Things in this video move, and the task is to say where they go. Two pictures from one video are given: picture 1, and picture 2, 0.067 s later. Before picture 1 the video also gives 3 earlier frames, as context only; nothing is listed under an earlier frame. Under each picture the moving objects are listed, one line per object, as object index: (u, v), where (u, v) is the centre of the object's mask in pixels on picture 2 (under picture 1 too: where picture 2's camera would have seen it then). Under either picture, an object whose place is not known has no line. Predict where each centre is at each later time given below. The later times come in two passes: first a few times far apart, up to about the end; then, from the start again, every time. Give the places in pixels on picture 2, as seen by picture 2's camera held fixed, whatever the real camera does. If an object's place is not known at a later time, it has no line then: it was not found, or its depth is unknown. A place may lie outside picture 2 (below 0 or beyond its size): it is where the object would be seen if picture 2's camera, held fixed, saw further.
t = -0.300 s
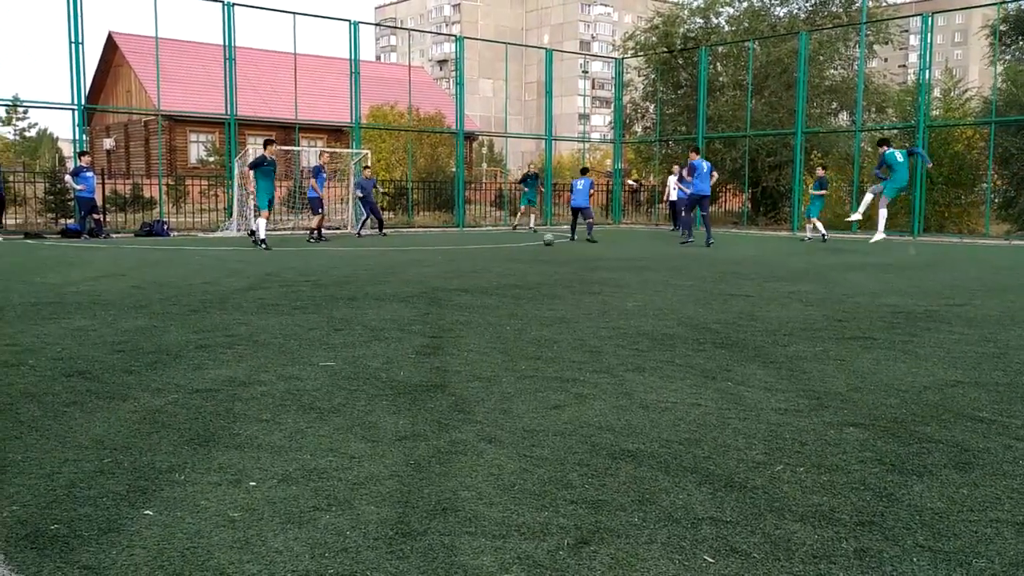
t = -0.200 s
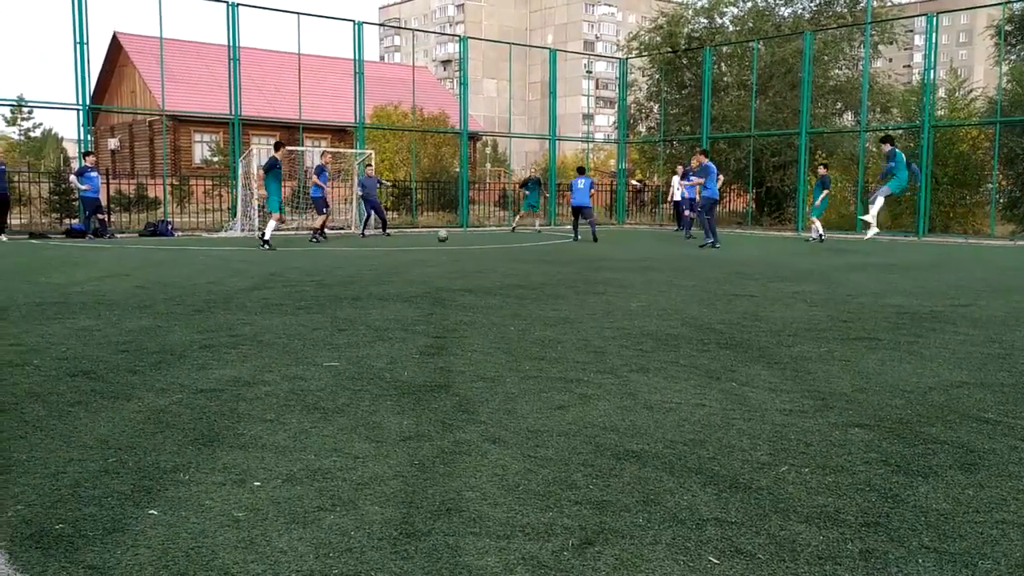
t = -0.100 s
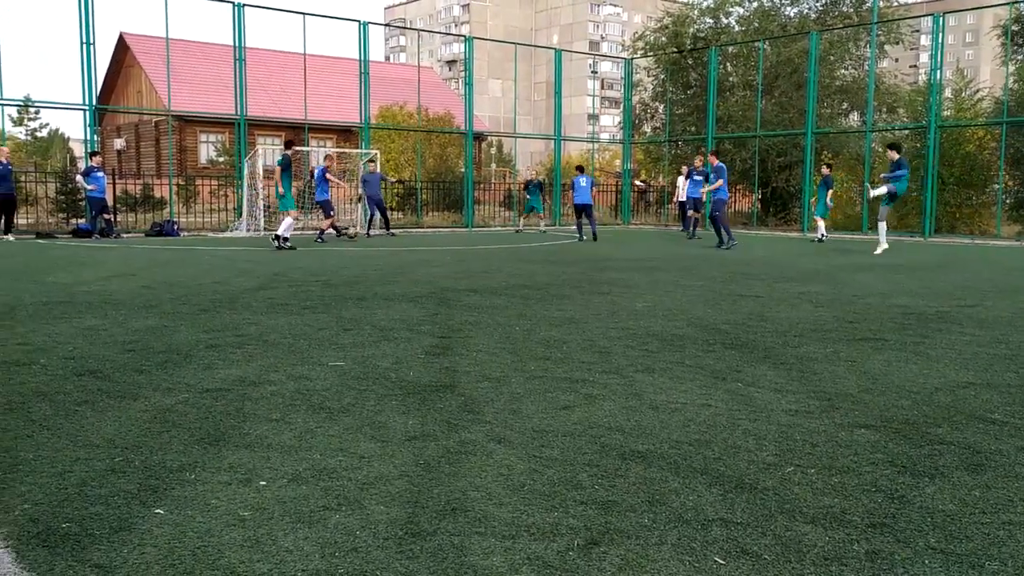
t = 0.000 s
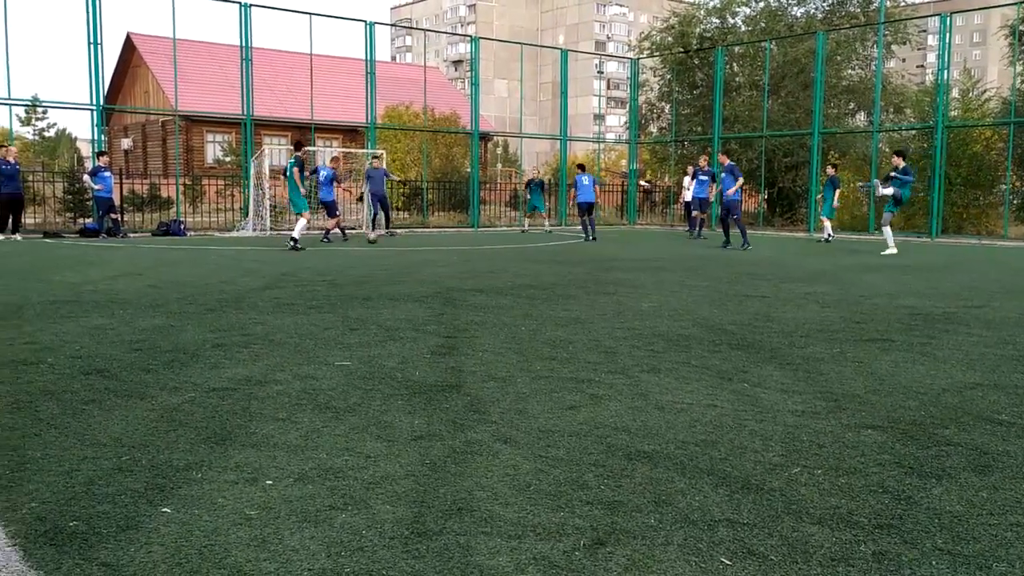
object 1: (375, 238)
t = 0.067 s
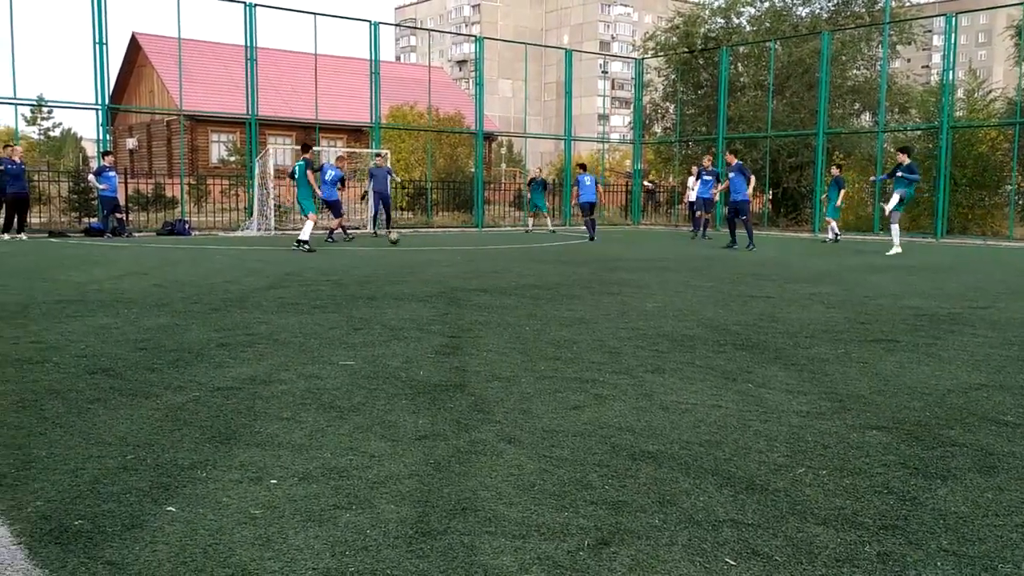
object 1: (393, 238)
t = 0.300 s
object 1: (459, 243)
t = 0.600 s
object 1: (539, 251)
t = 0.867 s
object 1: (613, 263)
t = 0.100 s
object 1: (403, 237)
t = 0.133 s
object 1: (412, 239)
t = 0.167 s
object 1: (422, 240)
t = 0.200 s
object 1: (432, 242)
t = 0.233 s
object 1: (440, 242)
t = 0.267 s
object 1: (450, 242)
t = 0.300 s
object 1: (459, 243)
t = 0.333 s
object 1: (468, 245)
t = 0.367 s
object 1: (478, 246)
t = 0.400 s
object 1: (486, 246)
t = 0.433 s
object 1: (494, 247)
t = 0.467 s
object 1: (504, 248)
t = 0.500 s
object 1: (514, 250)
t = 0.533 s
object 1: (522, 251)
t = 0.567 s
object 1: (531, 250)
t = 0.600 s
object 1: (539, 251)
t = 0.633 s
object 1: (548, 252)
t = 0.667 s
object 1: (558, 254)
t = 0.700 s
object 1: (566, 257)
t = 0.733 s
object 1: (576, 258)
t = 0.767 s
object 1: (585, 259)
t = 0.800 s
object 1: (593, 261)
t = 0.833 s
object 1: (603, 262)
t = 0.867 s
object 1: (613, 263)
